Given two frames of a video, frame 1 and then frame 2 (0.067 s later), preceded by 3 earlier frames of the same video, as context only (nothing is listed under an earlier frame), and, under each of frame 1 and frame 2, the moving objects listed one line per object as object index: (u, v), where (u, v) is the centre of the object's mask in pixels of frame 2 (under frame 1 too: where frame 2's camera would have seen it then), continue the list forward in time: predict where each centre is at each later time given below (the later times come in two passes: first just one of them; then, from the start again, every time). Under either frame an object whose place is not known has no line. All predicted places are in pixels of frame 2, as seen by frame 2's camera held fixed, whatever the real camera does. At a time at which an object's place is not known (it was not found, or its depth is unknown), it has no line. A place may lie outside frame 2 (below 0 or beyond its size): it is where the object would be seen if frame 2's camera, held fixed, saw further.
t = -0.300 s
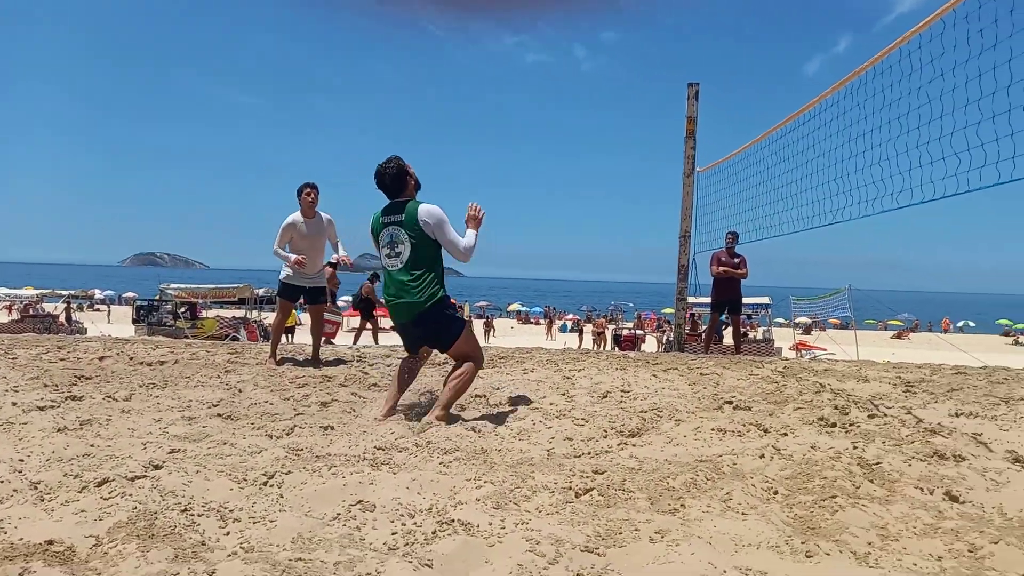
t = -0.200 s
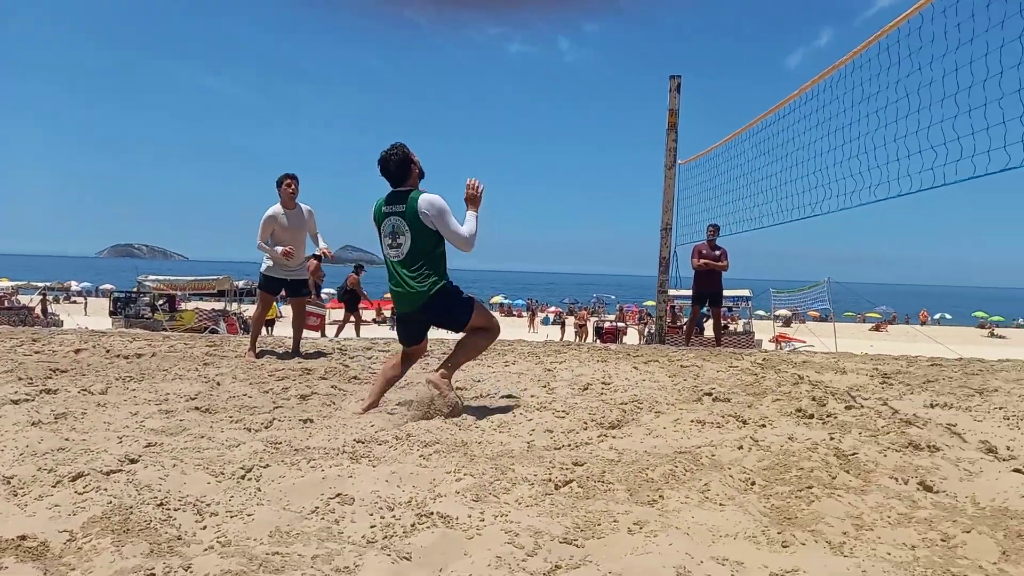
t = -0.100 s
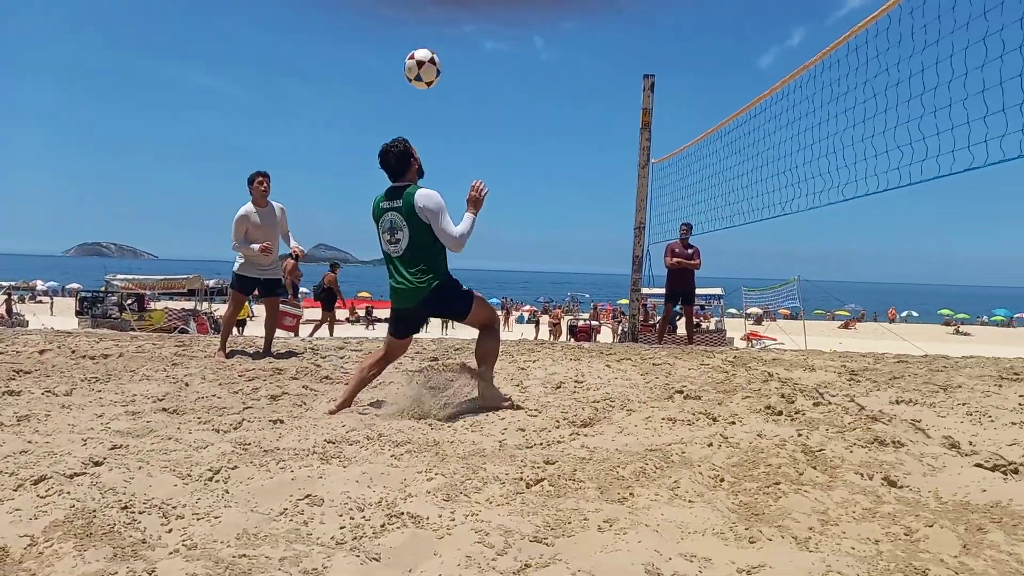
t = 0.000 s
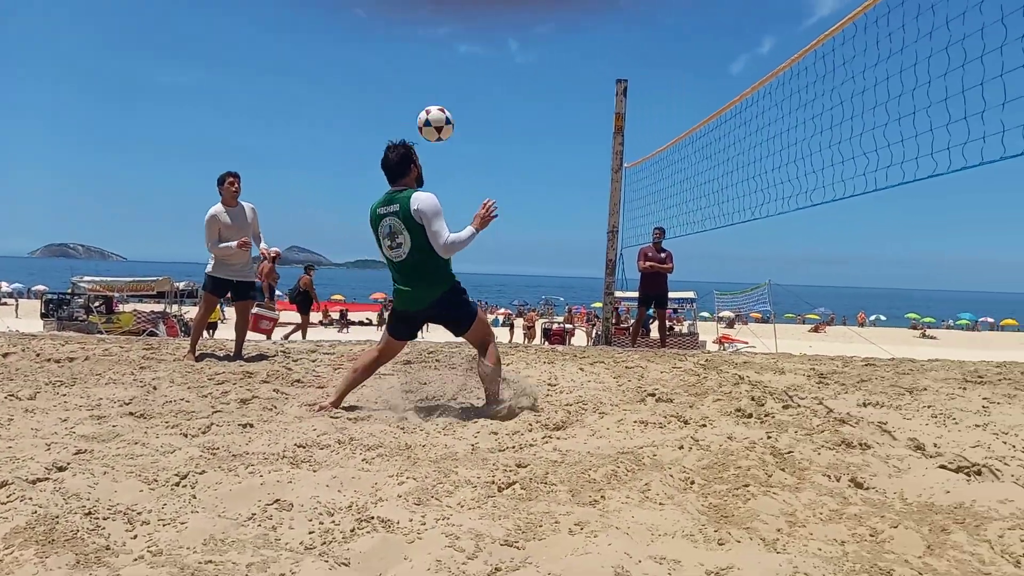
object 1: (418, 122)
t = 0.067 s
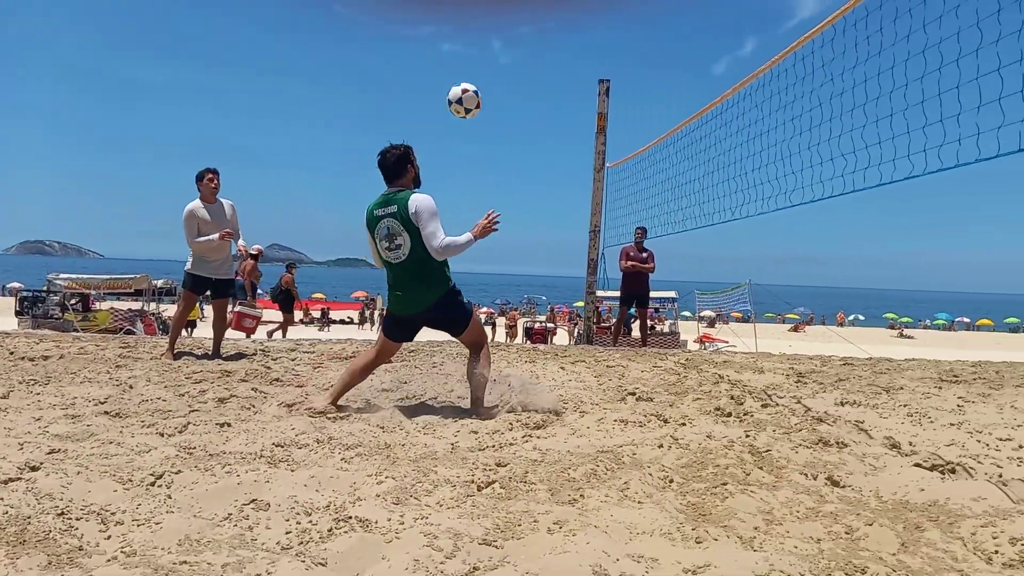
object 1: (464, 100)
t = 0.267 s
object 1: (572, 80)
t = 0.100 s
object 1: (485, 93)
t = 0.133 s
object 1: (505, 87)
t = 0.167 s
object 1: (524, 83)
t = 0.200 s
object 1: (541, 80)
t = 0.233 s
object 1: (557, 79)
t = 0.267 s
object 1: (572, 80)
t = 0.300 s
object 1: (587, 82)
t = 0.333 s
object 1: (602, 86)
